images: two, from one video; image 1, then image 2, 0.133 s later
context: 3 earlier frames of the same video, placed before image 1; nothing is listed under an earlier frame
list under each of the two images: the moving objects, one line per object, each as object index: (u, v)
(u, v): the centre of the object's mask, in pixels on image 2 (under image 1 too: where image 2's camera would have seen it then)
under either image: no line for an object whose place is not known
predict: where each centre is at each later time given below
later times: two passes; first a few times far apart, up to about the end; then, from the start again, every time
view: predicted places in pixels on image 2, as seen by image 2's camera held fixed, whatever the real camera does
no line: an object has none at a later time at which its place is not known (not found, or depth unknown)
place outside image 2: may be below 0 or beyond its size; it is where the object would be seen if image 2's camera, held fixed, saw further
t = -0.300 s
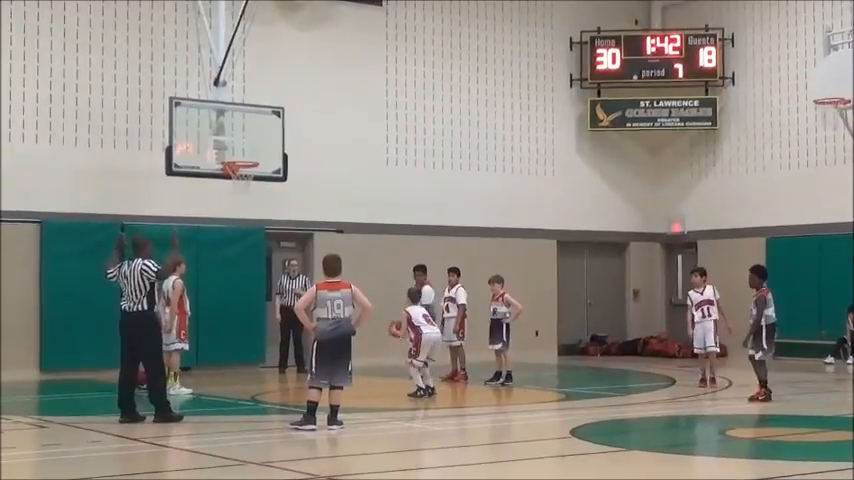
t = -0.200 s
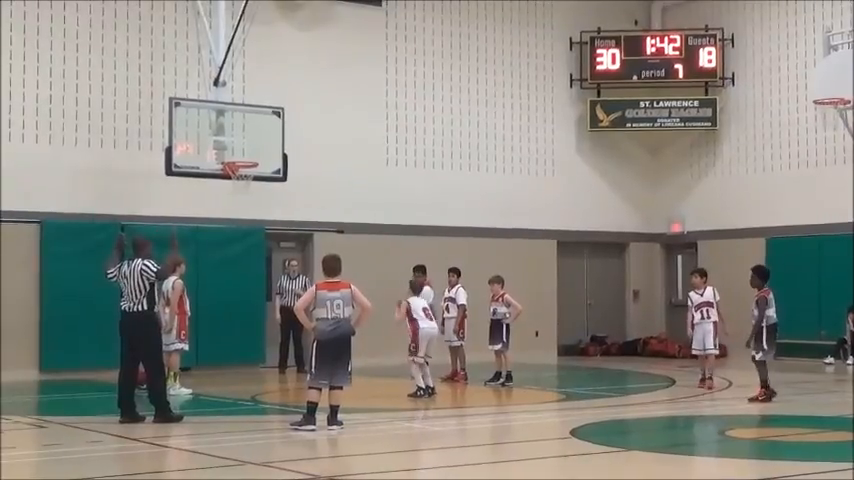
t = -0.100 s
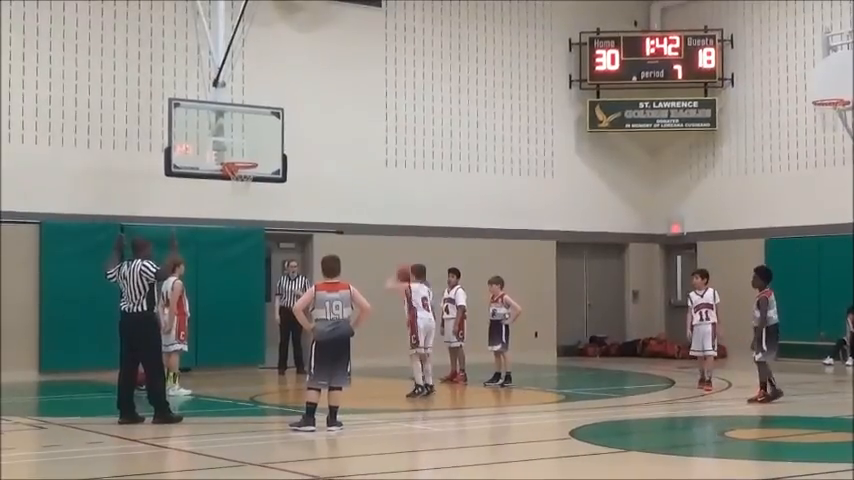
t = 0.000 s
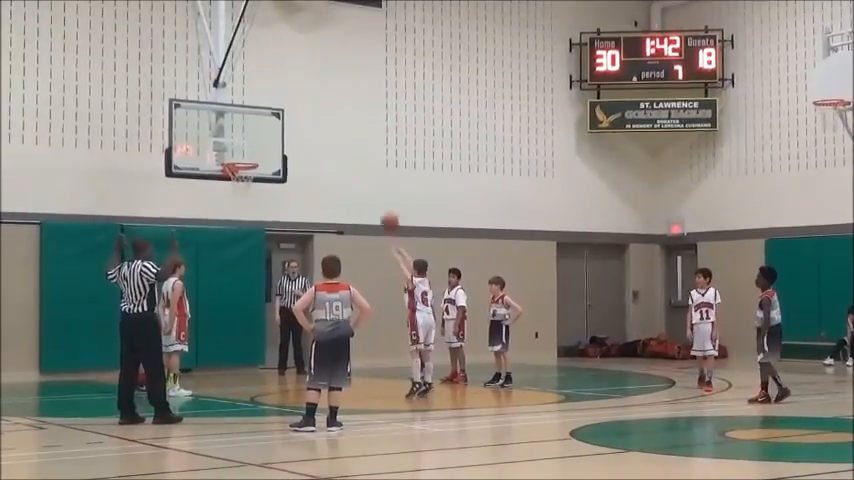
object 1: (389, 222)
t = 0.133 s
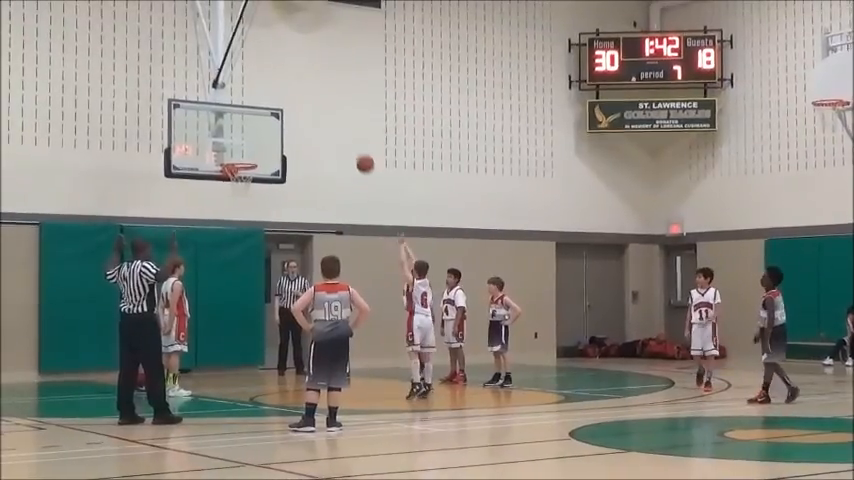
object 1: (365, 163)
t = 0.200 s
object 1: (353, 141)
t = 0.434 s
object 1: (315, 92)
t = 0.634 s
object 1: (286, 84)
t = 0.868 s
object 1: (255, 112)
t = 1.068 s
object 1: (230, 163)
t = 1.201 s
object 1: (241, 162)
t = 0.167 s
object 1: (359, 152)
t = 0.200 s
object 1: (353, 141)
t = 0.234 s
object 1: (348, 131)
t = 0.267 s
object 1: (342, 122)
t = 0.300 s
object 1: (337, 114)
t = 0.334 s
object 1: (331, 107)
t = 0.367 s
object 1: (326, 101)
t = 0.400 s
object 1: (321, 96)
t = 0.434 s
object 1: (315, 92)
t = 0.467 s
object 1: (311, 88)
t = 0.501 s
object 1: (306, 86)
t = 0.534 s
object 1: (301, 84)
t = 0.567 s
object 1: (296, 83)
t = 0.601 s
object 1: (291, 83)
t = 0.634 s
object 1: (286, 84)
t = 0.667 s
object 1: (282, 86)
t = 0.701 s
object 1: (277, 88)
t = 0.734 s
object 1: (273, 92)
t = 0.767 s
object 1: (268, 95)
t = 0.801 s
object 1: (264, 100)
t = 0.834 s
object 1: (260, 105)
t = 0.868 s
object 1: (255, 112)
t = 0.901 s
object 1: (251, 118)
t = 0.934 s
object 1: (247, 126)
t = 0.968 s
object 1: (242, 134)
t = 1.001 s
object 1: (238, 143)
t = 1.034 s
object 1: (234, 152)
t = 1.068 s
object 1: (230, 163)
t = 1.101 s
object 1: (238, 161)
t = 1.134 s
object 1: (249, 166)
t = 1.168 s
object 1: (246, 164)
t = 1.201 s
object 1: (241, 162)
